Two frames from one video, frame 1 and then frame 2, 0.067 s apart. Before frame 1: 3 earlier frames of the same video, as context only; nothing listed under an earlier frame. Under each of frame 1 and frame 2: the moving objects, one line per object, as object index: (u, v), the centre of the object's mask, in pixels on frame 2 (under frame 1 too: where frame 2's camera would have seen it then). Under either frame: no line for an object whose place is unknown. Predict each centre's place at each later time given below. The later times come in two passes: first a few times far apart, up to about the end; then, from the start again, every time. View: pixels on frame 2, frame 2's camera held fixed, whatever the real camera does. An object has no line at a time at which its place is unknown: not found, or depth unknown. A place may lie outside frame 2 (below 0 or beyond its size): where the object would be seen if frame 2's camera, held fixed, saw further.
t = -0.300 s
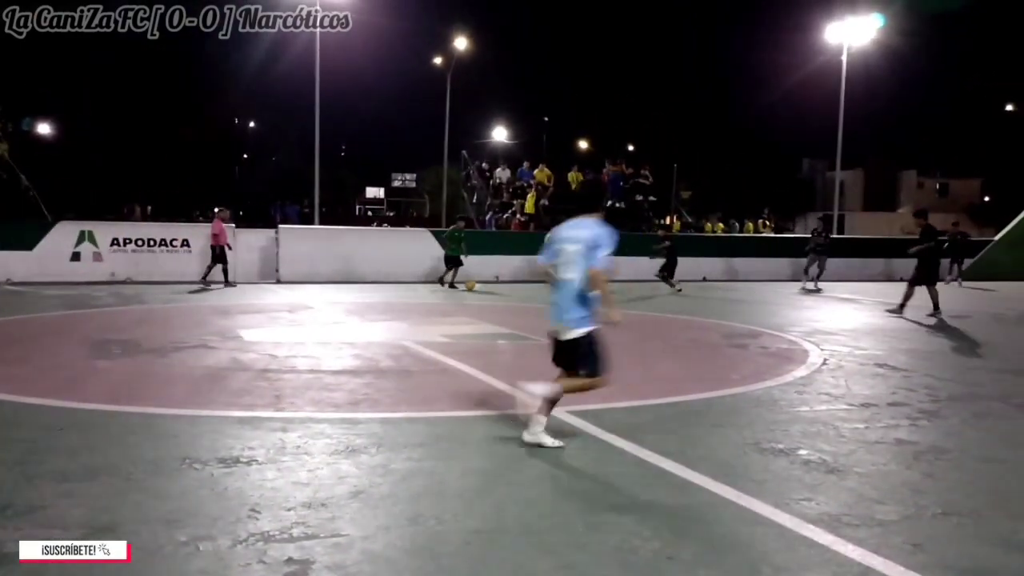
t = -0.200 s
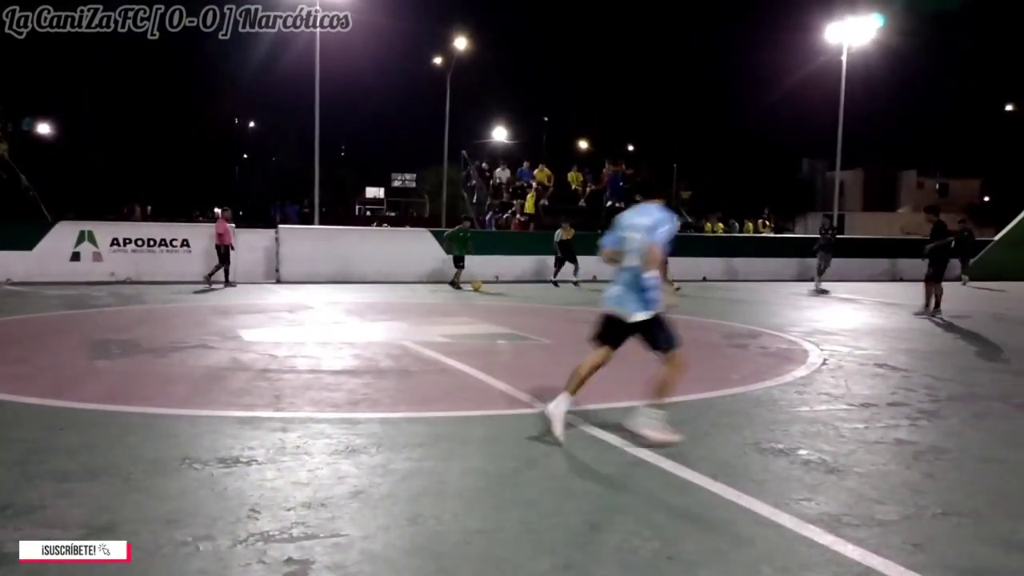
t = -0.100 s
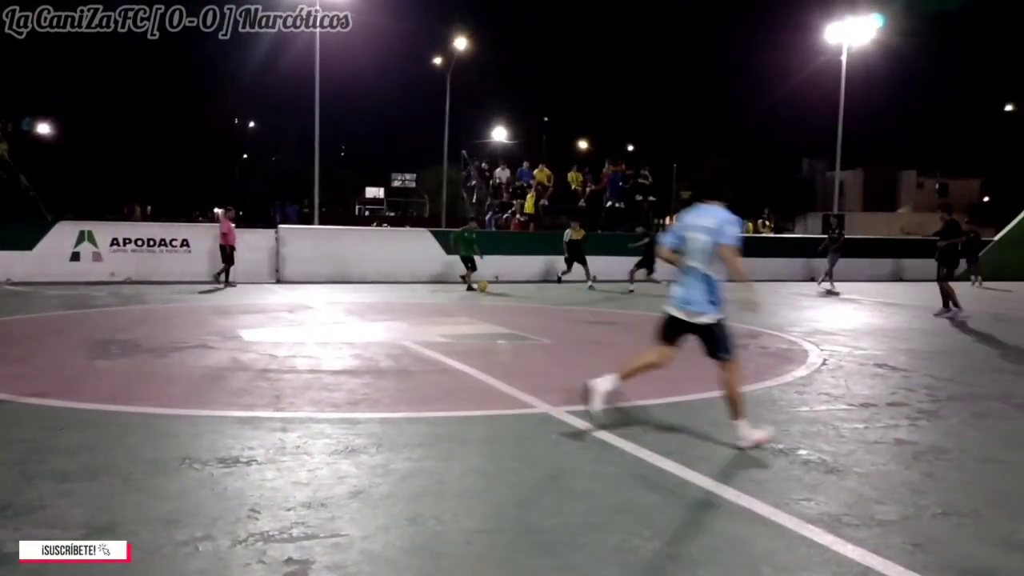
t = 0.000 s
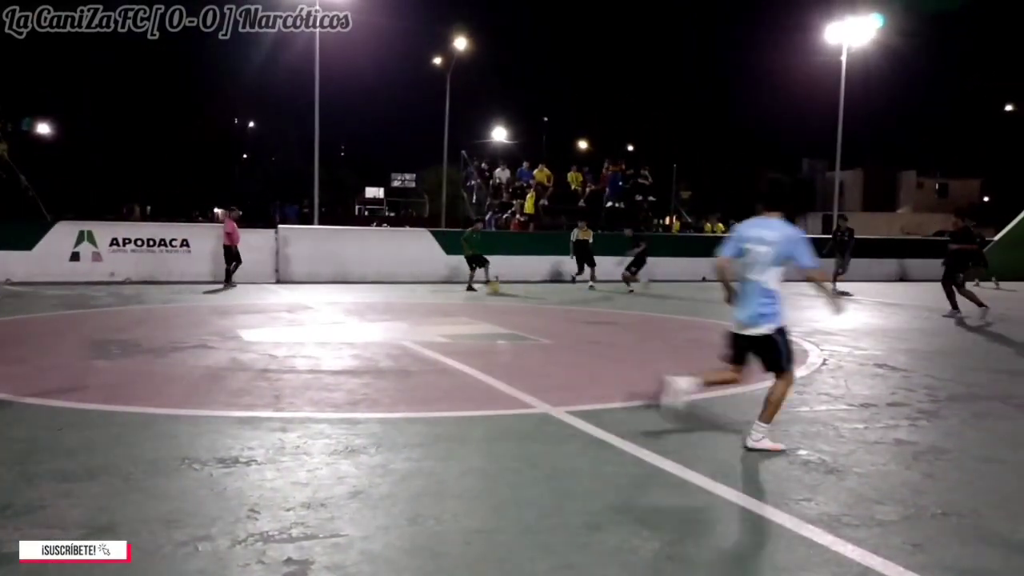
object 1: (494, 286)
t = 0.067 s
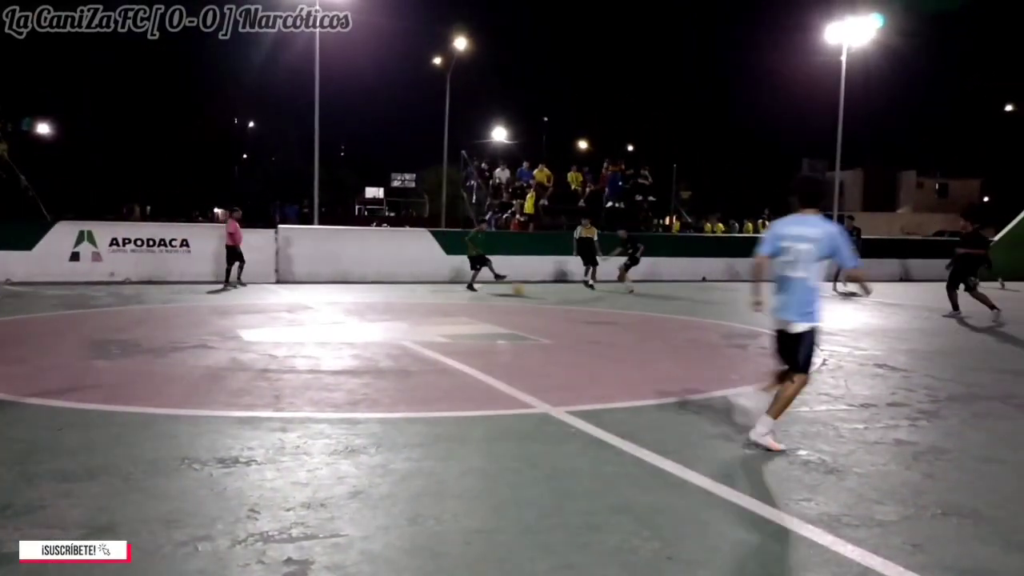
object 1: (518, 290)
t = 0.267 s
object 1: (596, 298)
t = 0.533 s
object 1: (708, 311)
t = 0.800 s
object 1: (825, 324)
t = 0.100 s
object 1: (531, 291)
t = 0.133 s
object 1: (544, 297)
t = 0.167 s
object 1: (556, 294)
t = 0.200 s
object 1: (573, 298)
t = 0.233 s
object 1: (584, 297)
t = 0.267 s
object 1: (596, 298)
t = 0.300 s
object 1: (610, 300)
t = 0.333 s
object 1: (624, 301)
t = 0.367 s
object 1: (637, 302)
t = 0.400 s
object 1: (653, 305)
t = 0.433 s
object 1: (667, 307)
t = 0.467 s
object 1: (679, 307)
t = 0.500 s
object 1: (694, 308)
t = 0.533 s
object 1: (708, 311)
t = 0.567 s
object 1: (723, 314)
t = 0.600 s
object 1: (736, 315)
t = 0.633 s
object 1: (750, 315)
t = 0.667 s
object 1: (764, 316)
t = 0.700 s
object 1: (778, 318)
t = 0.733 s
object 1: (793, 322)
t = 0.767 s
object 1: (809, 323)
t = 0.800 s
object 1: (825, 324)
